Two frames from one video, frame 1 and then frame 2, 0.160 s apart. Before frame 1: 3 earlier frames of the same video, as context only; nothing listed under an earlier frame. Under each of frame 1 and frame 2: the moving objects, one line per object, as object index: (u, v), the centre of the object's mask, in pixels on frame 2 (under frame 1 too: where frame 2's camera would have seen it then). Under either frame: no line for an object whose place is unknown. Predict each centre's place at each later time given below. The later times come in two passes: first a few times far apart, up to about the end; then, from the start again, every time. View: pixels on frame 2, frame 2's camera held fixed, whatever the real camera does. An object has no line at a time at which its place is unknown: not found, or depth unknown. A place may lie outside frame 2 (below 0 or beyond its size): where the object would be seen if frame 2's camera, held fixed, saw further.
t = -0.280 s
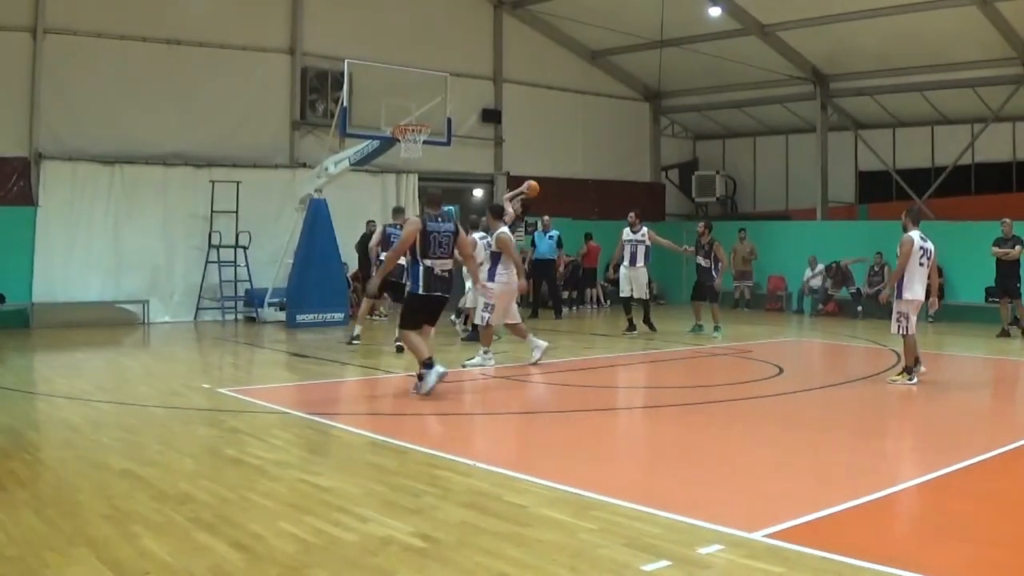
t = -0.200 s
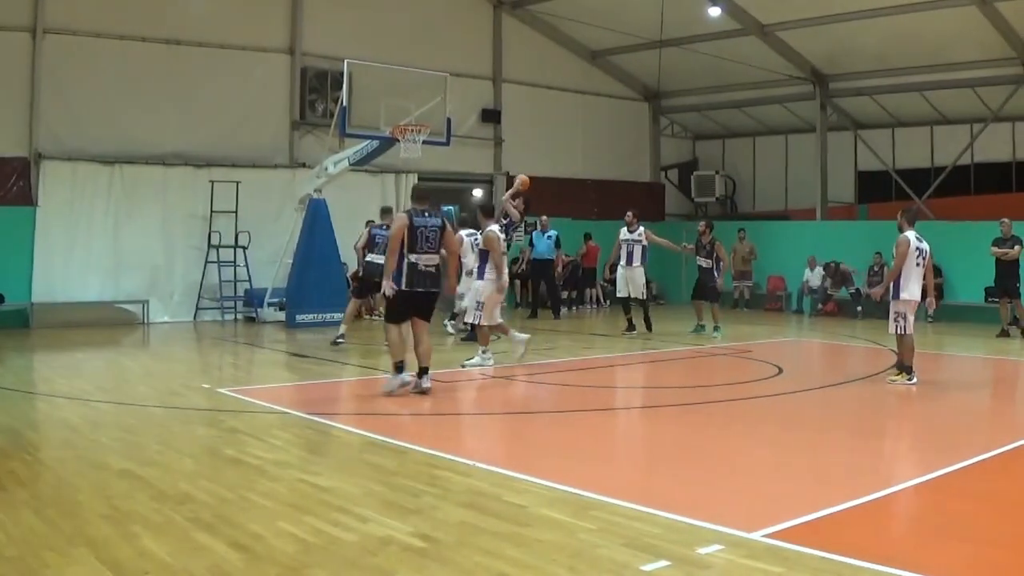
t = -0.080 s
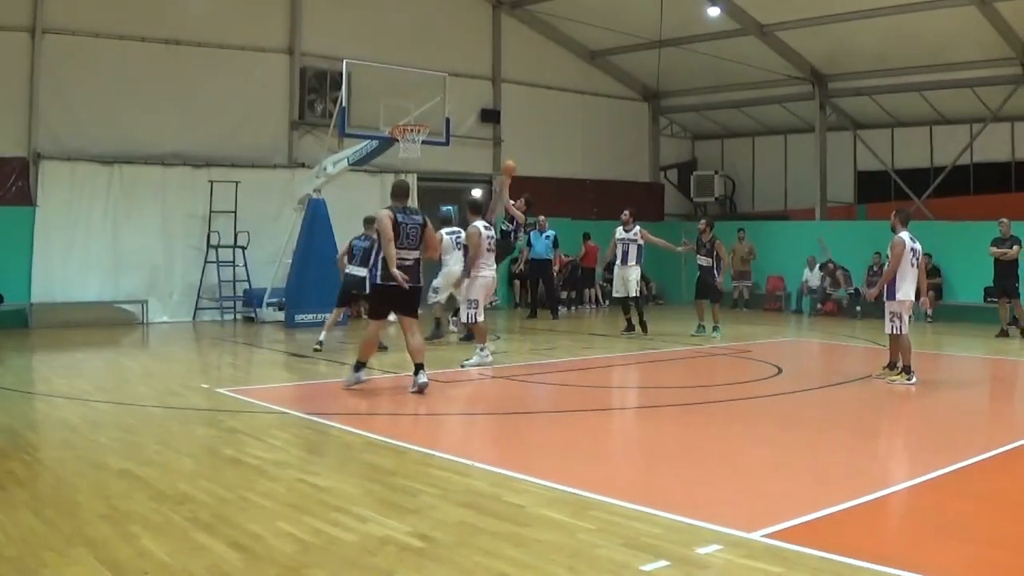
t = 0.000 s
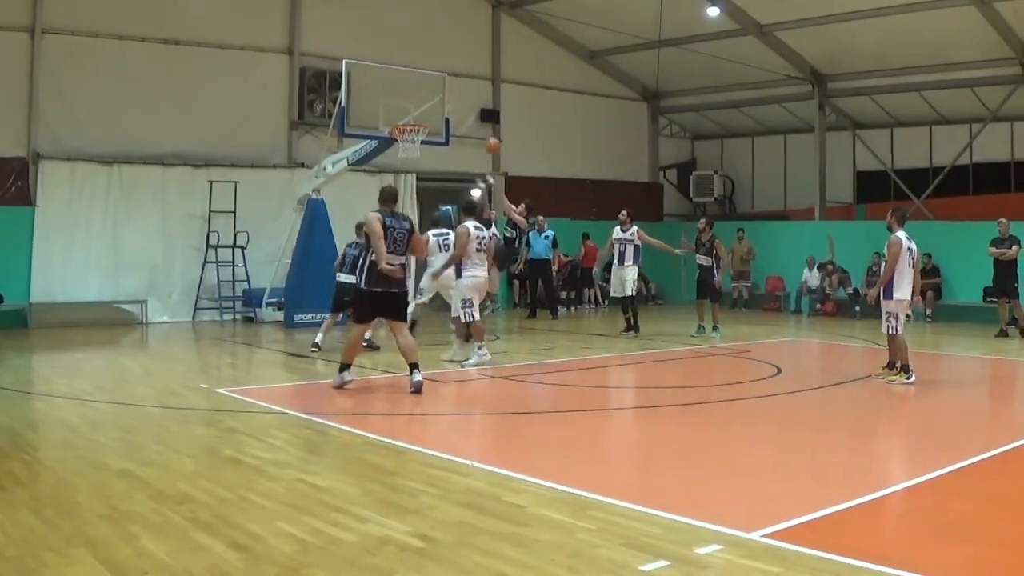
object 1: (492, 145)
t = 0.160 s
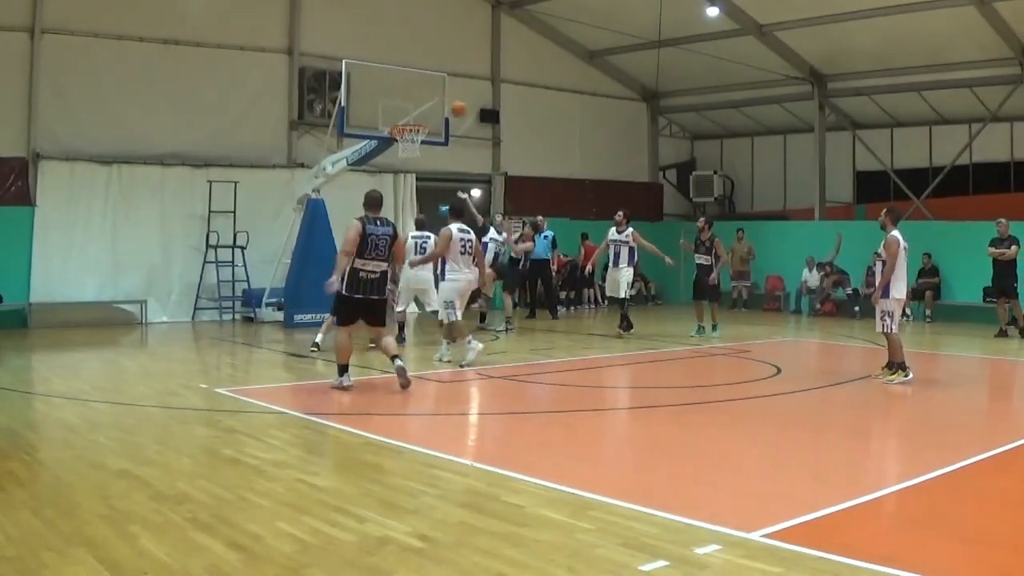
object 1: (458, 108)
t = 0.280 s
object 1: (433, 93)
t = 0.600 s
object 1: (390, 97)
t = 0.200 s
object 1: (449, 102)
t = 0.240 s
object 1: (441, 96)
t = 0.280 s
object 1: (433, 93)
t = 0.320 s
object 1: (424, 89)
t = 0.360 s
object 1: (416, 86)
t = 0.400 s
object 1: (407, 85)
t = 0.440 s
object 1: (400, 85)
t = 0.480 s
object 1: (398, 86)
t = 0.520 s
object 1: (395, 89)
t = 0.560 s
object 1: (393, 92)
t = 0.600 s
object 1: (390, 97)
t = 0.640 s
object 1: (388, 103)
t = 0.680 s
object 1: (385, 110)
